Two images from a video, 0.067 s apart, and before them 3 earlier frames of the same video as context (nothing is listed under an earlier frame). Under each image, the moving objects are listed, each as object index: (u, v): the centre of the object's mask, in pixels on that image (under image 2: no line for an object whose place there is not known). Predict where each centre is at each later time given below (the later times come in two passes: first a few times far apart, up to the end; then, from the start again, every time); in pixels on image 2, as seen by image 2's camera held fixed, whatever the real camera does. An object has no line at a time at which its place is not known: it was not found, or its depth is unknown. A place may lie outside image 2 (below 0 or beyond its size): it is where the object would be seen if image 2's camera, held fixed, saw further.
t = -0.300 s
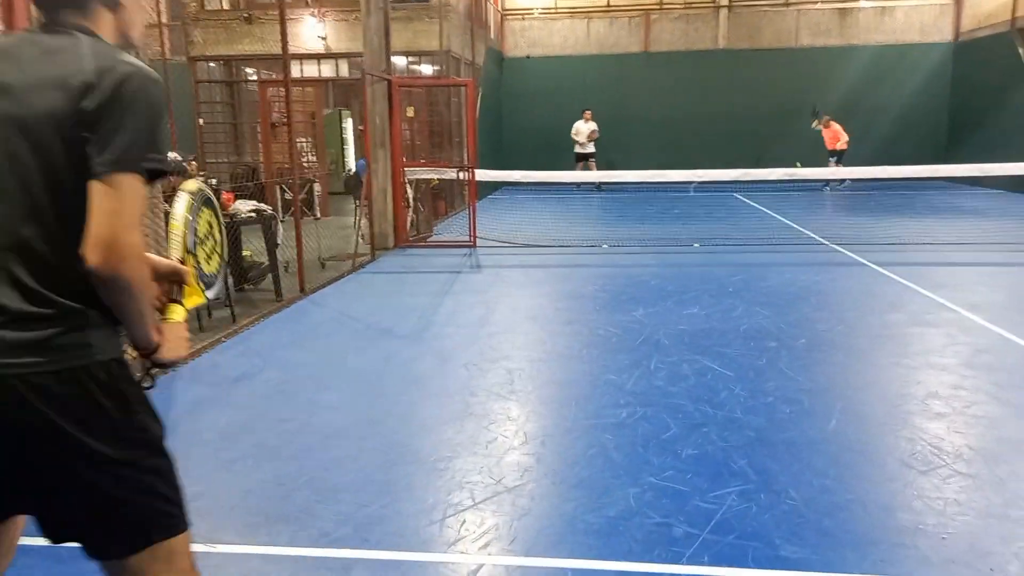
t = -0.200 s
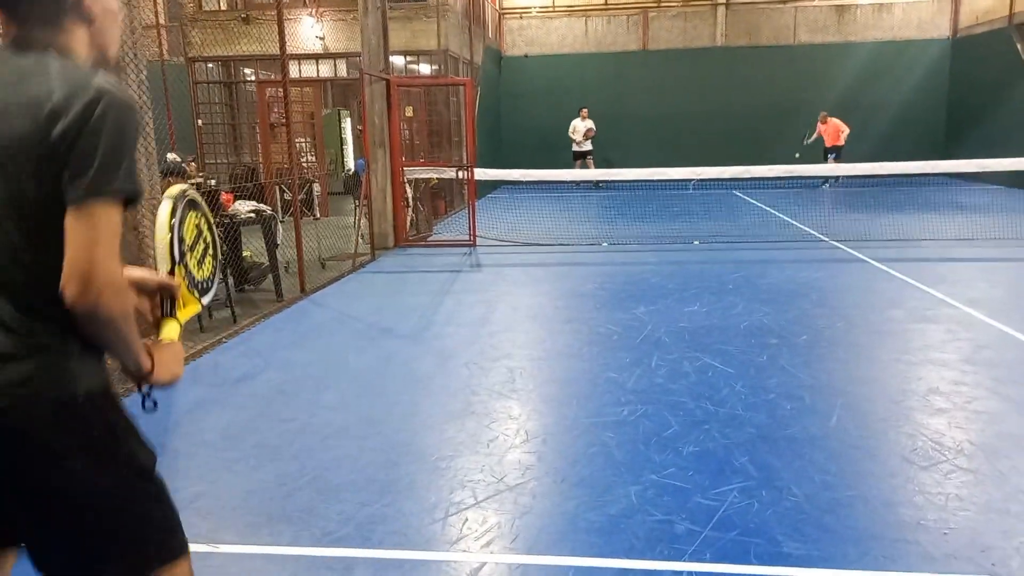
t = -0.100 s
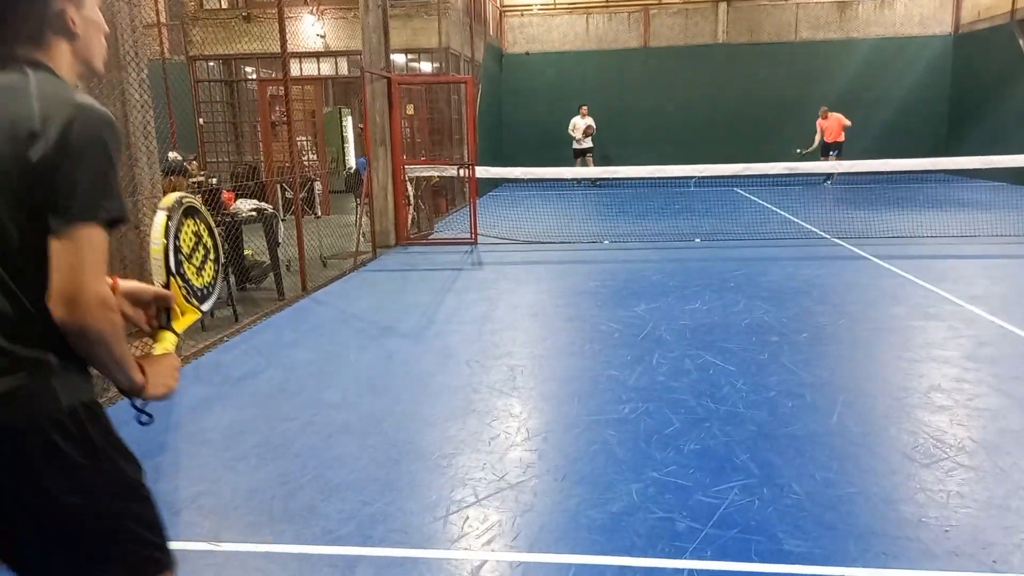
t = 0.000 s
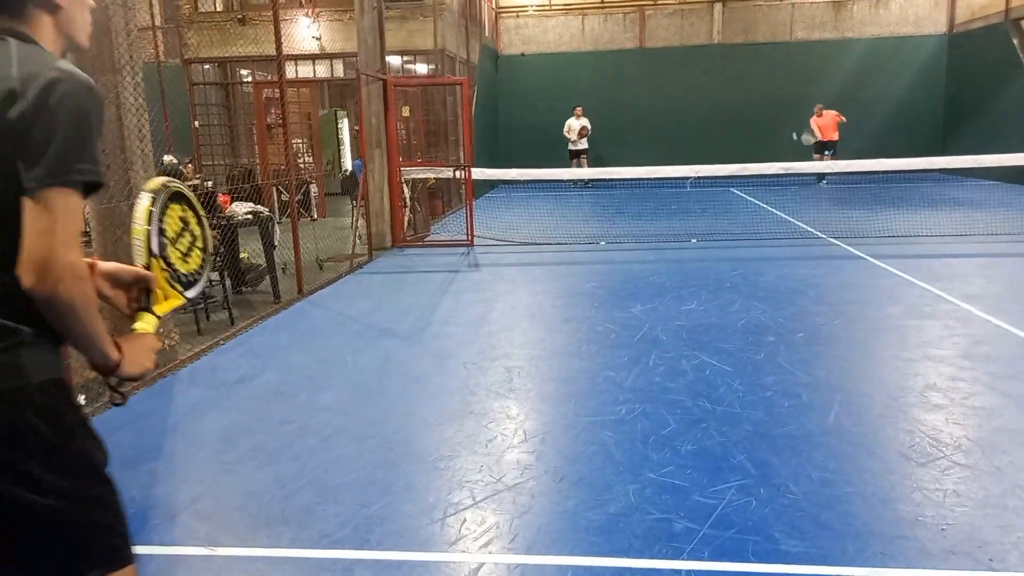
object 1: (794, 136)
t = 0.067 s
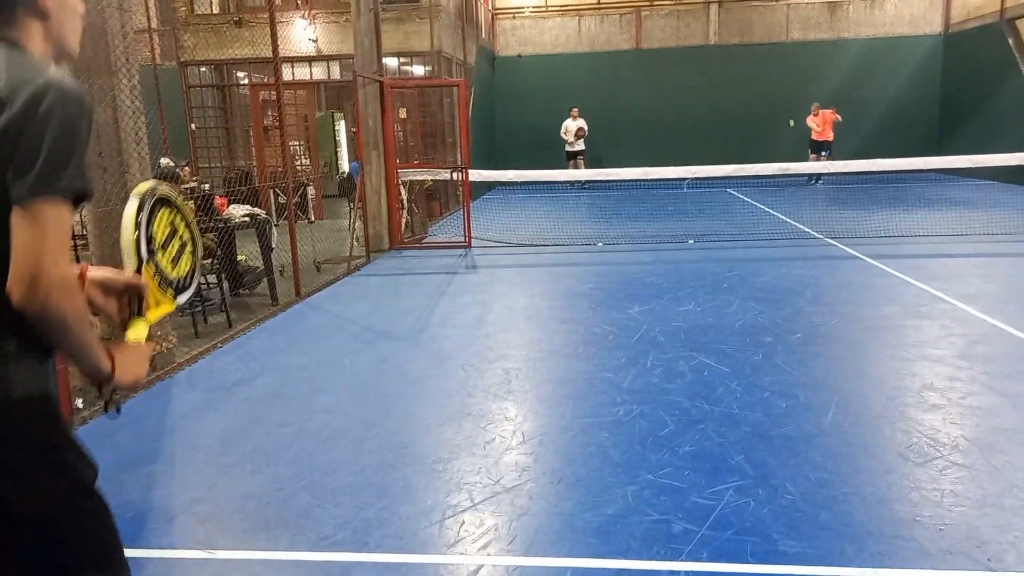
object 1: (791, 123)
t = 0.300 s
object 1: (792, 86)
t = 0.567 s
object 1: (785, 82)
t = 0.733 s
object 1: (773, 124)
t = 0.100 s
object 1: (791, 117)
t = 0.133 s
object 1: (792, 111)
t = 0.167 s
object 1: (792, 105)
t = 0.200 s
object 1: (792, 99)
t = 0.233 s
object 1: (792, 95)
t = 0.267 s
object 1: (792, 90)
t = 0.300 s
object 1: (792, 86)
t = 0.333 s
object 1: (791, 83)
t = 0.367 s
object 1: (791, 80)
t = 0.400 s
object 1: (790, 78)
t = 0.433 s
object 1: (790, 77)
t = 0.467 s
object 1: (789, 76)
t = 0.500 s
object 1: (788, 77)
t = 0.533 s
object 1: (787, 79)
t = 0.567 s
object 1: (785, 82)
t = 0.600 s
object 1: (784, 86)
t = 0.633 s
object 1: (782, 92)
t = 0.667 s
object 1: (779, 101)
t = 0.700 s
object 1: (777, 111)
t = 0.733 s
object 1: (773, 124)
